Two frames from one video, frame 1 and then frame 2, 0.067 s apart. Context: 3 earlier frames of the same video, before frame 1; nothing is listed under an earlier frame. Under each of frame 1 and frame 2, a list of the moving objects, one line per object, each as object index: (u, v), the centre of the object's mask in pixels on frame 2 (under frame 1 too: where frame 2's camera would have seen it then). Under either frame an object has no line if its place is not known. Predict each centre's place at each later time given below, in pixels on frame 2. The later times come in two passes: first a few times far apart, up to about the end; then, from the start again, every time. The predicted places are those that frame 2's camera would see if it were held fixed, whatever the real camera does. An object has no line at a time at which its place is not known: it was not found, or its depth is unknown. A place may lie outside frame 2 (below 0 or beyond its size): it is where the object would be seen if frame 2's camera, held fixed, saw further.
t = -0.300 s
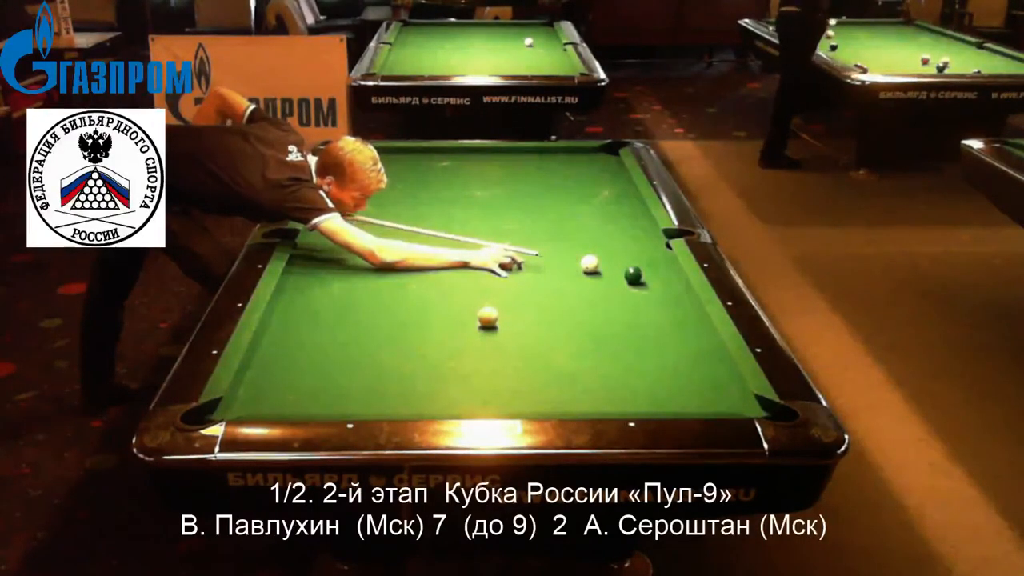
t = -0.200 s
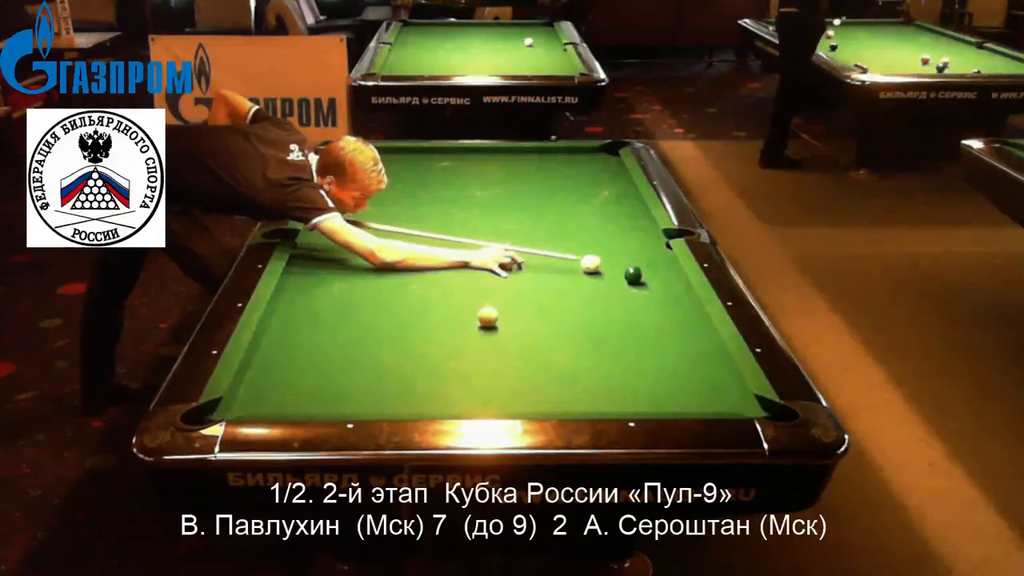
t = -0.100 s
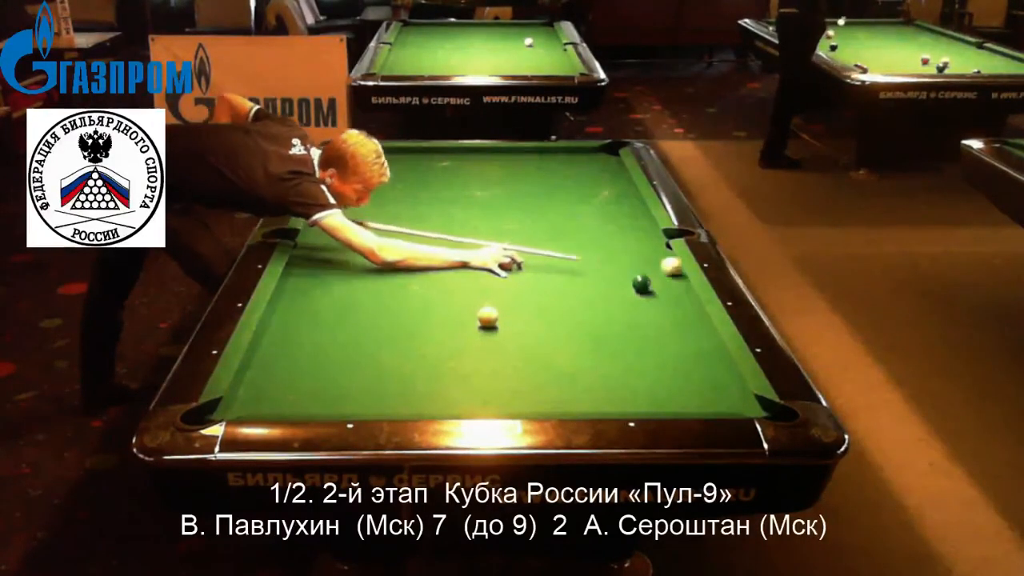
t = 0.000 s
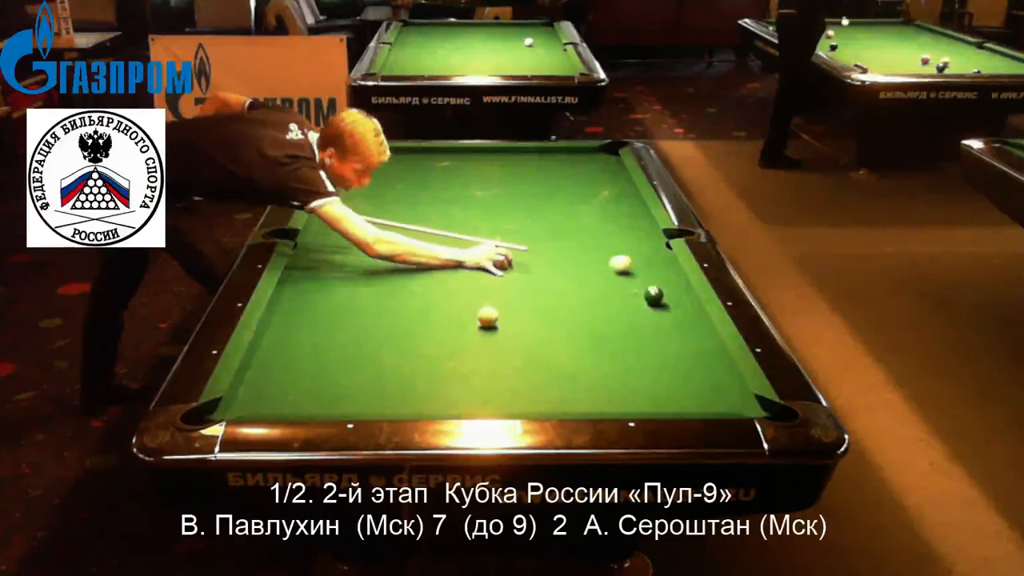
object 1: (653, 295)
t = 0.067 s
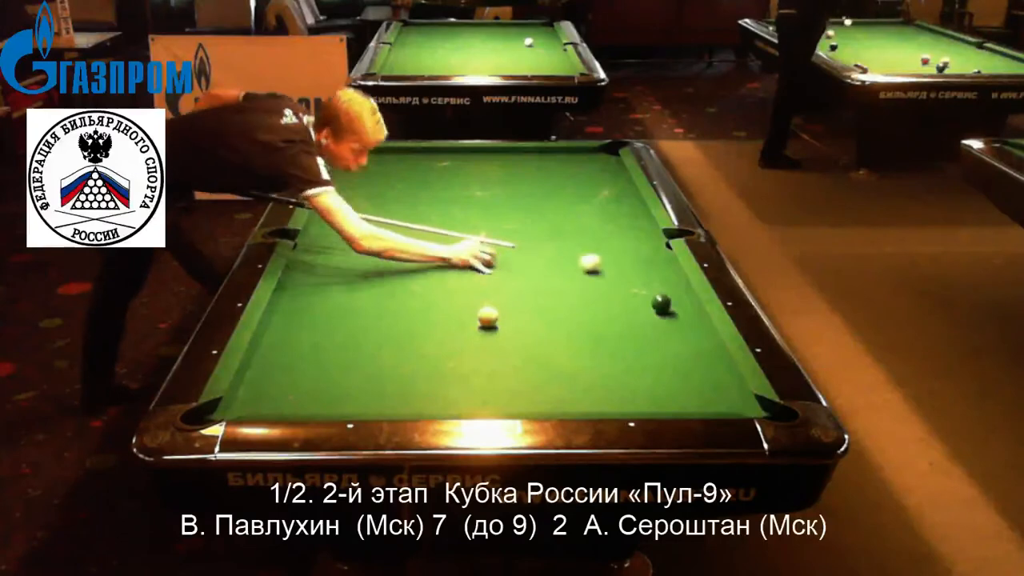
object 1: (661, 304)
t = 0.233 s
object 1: (682, 324)
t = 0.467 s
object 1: (713, 355)
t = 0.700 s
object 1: (731, 387)
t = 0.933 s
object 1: (744, 407)
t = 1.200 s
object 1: (752, 408)
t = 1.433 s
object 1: (749, 410)
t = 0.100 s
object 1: (665, 308)
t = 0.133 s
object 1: (669, 311)
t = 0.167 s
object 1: (673, 315)
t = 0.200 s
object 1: (677, 319)
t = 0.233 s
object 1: (682, 324)
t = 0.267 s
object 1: (685, 328)
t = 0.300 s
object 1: (689, 333)
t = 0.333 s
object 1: (694, 337)
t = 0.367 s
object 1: (699, 340)
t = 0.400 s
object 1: (703, 346)
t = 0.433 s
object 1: (708, 350)
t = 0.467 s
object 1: (713, 355)
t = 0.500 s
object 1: (717, 361)
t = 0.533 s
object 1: (722, 365)
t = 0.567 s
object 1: (727, 370)
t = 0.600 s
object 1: (728, 374)
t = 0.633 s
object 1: (729, 379)
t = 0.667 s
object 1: (730, 382)
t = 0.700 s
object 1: (731, 387)
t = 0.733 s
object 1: (731, 391)
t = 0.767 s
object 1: (732, 395)
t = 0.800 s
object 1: (733, 400)
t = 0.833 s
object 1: (735, 403)
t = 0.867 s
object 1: (737, 406)
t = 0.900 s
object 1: (739, 407)
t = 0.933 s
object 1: (744, 407)
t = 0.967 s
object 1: (747, 407)
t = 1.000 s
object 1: (751, 406)
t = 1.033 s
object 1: (755, 406)
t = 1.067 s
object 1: (757, 405)
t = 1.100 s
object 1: (756, 406)
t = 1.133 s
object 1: (755, 406)
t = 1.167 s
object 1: (753, 407)
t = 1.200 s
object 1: (752, 408)
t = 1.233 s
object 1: (753, 409)
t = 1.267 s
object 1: (753, 410)
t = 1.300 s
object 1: (752, 410)
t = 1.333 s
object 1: (751, 410)
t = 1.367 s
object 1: (748, 410)
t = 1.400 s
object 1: (748, 410)
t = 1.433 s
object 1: (749, 410)
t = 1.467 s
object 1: (749, 410)
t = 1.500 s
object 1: (749, 410)
